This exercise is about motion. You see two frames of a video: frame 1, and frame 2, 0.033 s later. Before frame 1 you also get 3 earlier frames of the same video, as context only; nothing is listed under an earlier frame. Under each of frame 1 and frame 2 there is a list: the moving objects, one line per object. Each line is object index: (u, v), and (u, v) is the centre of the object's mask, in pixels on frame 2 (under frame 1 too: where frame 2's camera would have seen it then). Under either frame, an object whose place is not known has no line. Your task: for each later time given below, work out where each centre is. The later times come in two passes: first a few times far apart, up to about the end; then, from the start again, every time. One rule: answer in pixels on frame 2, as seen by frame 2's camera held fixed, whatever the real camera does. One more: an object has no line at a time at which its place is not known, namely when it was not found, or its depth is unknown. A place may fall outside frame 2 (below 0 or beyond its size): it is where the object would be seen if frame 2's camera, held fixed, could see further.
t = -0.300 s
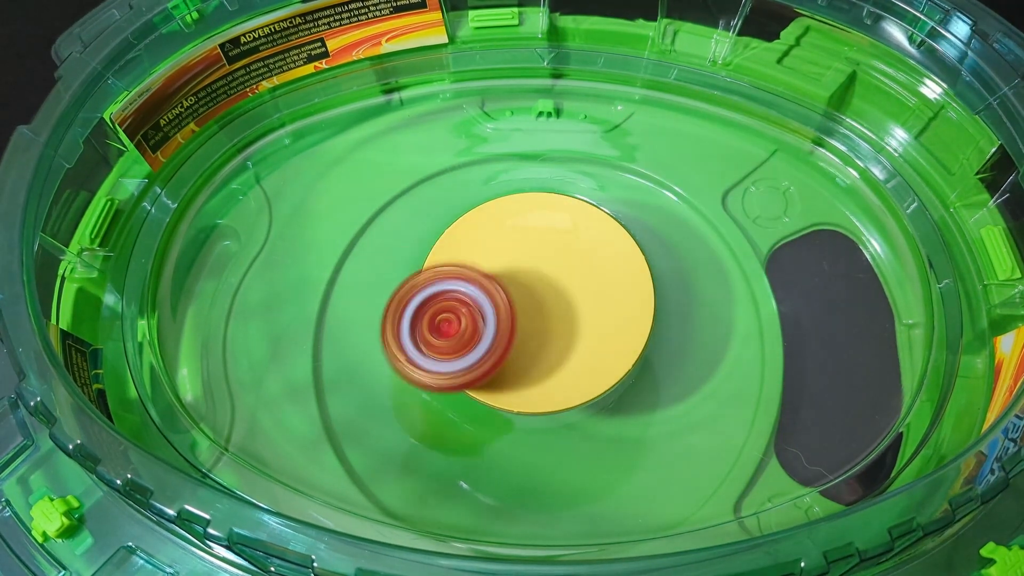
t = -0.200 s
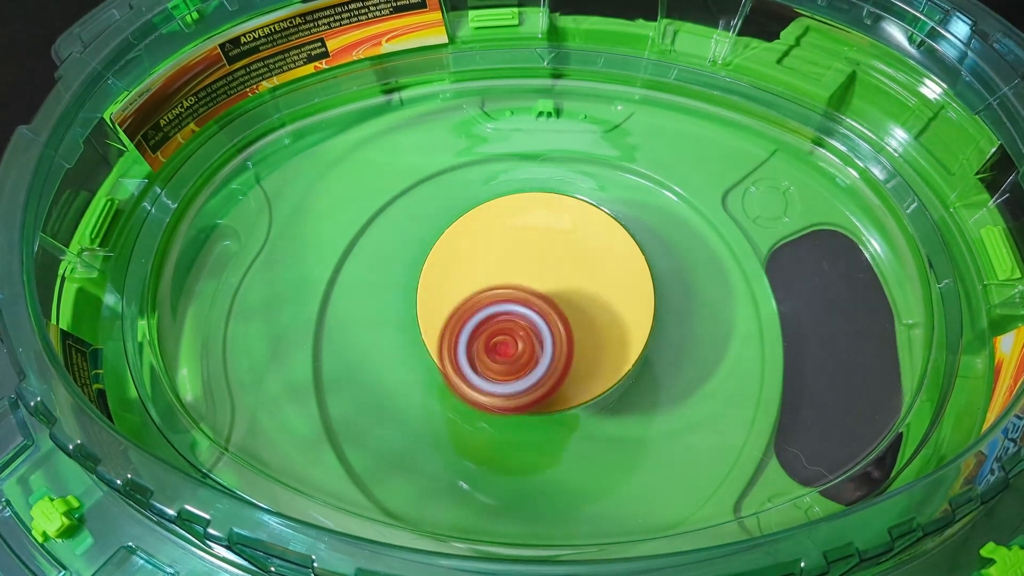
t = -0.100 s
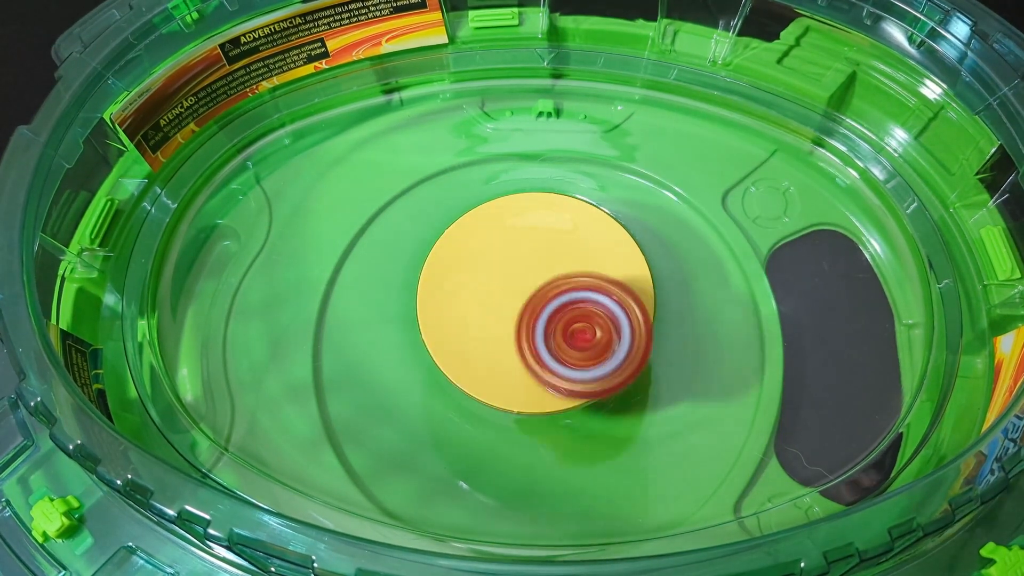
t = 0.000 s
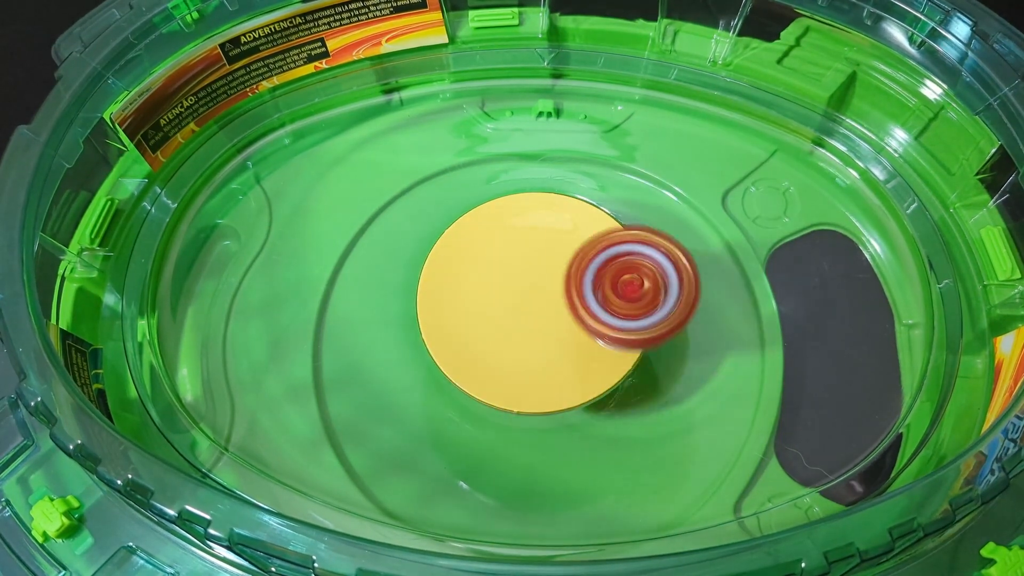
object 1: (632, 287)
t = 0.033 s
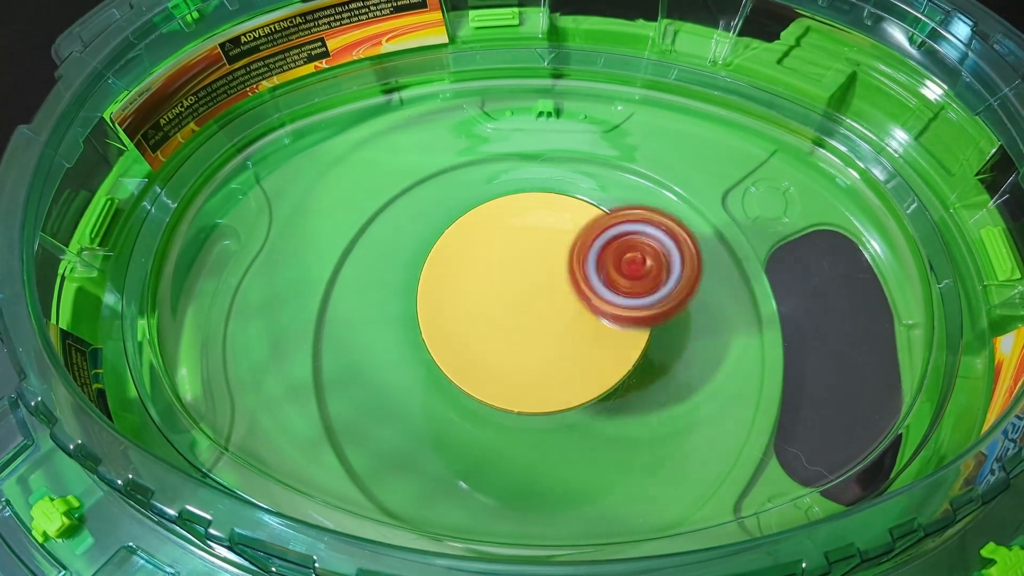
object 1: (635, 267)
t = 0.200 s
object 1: (547, 195)
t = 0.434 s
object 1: (430, 297)
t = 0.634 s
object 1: (575, 364)
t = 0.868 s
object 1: (625, 185)
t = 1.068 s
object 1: (432, 134)
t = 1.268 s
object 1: (272, 201)
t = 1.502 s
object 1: (242, 311)
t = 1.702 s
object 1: (355, 368)
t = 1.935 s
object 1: (585, 325)
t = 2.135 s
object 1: (636, 183)
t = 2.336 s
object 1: (517, 117)
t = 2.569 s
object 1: (394, 198)
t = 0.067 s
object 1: (629, 246)
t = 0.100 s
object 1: (615, 226)
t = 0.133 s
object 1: (596, 210)
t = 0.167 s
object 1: (572, 200)
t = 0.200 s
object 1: (547, 195)
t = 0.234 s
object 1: (520, 196)
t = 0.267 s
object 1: (494, 203)
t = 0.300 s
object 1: (470, 214)
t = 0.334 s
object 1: (453, 229)
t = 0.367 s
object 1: (438, 250)
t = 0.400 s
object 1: (429, 272)
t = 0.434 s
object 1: (430, 297)
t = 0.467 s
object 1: (439, 322)
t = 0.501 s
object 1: (457, 344)
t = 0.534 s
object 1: (483, 360)
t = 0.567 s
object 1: (512, 370)
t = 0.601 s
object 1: (544, 370)
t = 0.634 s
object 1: (575, 364)
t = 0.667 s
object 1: (606, 350)
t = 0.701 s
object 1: (630, 326)
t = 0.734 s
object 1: (646, 298)
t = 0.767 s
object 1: (653, 267)
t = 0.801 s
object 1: (651, 238)
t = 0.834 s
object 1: (642, 209)
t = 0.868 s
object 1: (625, 185)
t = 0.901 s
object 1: (600, 164)
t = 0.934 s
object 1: (568, 149)
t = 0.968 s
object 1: (533, 139)
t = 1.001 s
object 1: (497, 134)
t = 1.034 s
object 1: (464, 133)
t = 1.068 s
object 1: (432, 134)
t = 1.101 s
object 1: (399, 139)
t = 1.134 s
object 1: (367, 148)
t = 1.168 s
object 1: (338, 160)
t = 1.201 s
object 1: (312, 174)
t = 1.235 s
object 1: (291, 187)
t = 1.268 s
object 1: (272, 201)
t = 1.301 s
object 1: (256, 217)
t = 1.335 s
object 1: (244, 234)
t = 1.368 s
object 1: (237, 250)
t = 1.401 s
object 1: (233, 264)
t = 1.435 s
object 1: (233, 280)
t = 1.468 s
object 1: (235, 296)
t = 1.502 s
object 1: (242, 311)
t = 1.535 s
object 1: (253, 323)
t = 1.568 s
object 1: (265, 335)
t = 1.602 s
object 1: (282, 347)
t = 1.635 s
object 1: (304, 357)
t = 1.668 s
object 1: (330, 363)
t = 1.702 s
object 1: (355, 368)
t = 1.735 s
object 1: (387, 372)
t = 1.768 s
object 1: (424, 373)
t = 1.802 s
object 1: (440, 372)
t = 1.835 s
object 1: (473, 369)
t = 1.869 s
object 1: (512, 364)
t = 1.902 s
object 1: (556, 347)
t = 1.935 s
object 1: (585, 325)
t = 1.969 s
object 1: (614, 306)
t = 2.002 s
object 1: (639, 279)
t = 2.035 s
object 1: (651, 253)
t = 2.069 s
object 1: (656, 228)
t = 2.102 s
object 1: (649, 203)
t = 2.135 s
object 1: (636, 183)
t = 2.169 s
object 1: (623, 165)
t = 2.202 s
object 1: (603, 147)
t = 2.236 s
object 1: (583, 134)
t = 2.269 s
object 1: (566, 124)
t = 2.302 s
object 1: (542, 117)
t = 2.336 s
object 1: (517, 117)
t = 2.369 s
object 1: (495, 119)
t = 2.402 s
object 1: (468, 127)
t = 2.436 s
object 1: (444, 140)
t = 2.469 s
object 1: (426, 151)
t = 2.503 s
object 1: (410, 167)
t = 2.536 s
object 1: (400, 184)
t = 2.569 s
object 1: (394, 198)
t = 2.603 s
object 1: (390, 216)
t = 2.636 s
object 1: (394, 234)
